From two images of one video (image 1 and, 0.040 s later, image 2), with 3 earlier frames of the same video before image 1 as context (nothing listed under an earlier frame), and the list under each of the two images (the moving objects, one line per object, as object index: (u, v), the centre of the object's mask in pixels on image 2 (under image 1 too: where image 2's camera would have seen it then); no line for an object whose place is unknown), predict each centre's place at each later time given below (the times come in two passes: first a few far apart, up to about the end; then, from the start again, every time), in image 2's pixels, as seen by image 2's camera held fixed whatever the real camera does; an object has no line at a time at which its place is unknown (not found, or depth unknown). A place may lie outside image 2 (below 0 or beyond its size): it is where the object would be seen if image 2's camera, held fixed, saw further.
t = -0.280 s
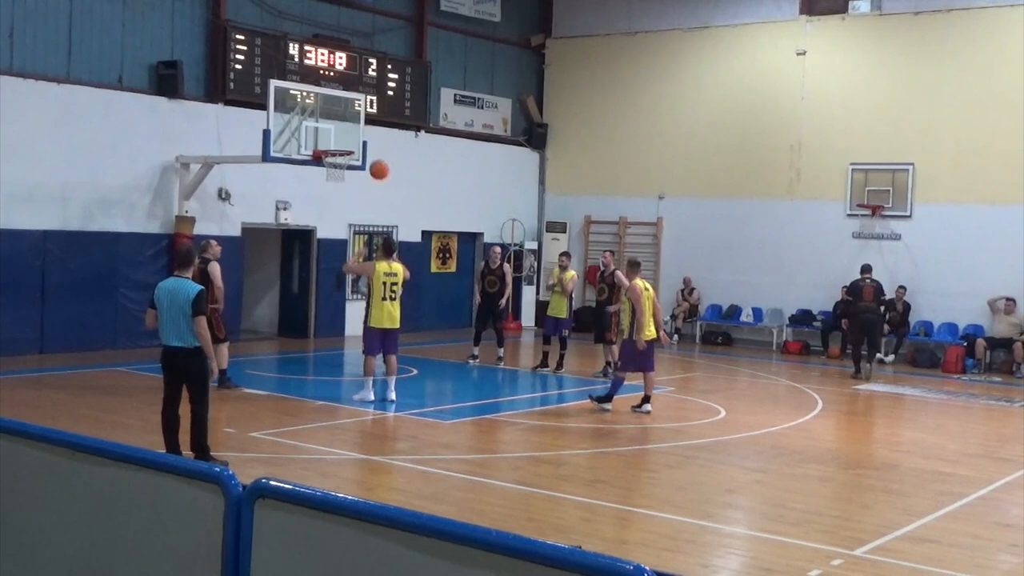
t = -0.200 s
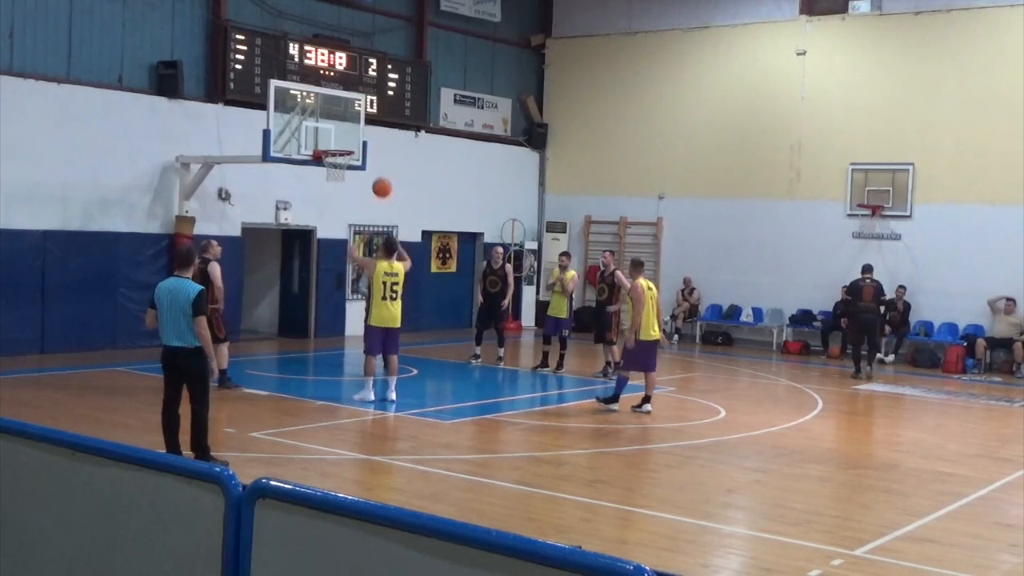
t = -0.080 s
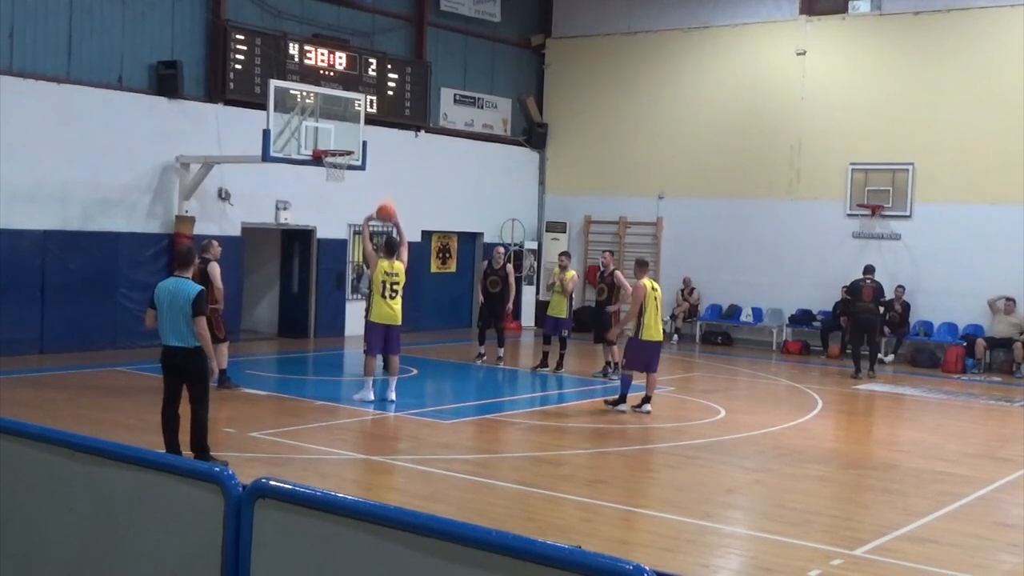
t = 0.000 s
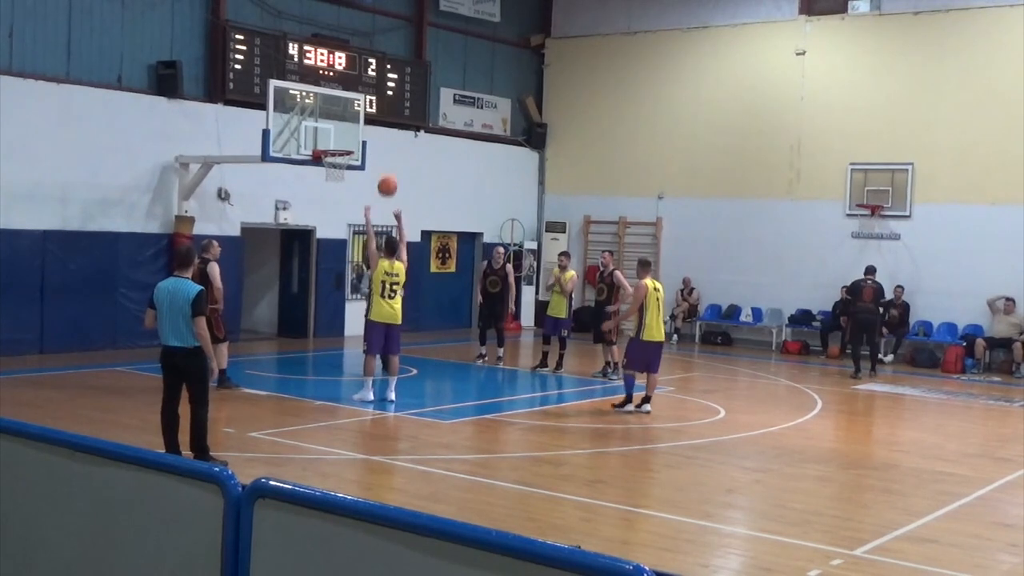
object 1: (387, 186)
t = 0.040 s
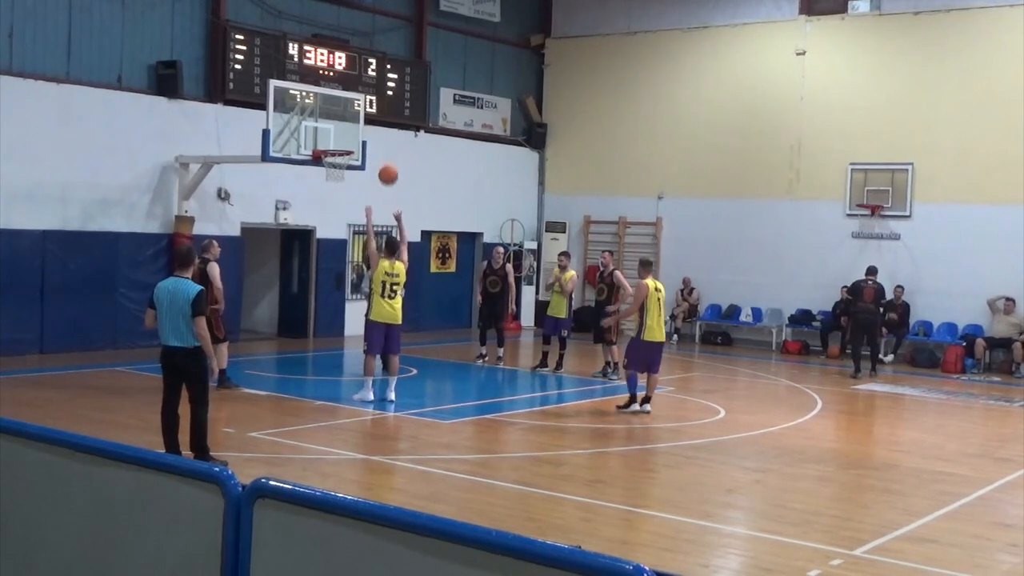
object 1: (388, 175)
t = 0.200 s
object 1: (391, 142)
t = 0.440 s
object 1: (394, 130)
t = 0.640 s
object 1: (395, 155)
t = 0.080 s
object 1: (389, 164)
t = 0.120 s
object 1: (389, 155)
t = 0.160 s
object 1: (390, 148)
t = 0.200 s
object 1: (391, 142)
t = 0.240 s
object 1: (391, 137)
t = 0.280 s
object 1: (392, 133)
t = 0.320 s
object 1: (393, 130)
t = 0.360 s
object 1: (393, 129)
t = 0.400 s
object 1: (393, 129)
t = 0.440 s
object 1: (394, 130)
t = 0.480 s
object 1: (394, 133)
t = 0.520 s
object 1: (394, 137)
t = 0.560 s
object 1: (394, 142)
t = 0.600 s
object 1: (394, 148)
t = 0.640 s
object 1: (395, 155)
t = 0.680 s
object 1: (395, 163)
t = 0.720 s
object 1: (395, 172)
